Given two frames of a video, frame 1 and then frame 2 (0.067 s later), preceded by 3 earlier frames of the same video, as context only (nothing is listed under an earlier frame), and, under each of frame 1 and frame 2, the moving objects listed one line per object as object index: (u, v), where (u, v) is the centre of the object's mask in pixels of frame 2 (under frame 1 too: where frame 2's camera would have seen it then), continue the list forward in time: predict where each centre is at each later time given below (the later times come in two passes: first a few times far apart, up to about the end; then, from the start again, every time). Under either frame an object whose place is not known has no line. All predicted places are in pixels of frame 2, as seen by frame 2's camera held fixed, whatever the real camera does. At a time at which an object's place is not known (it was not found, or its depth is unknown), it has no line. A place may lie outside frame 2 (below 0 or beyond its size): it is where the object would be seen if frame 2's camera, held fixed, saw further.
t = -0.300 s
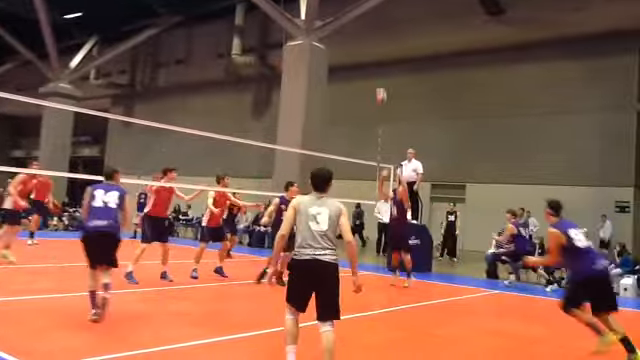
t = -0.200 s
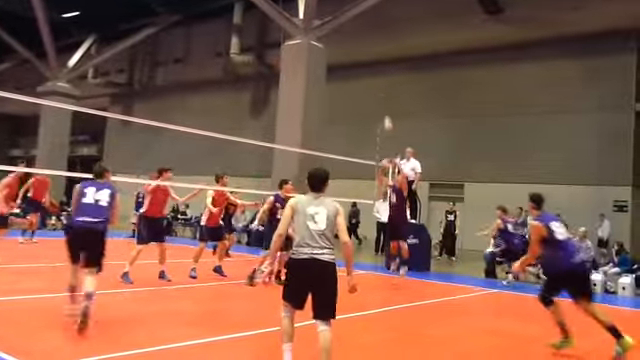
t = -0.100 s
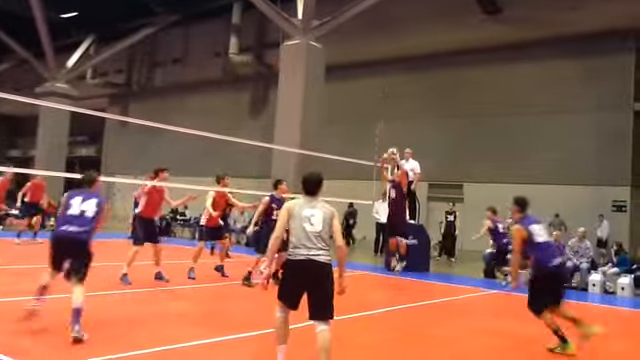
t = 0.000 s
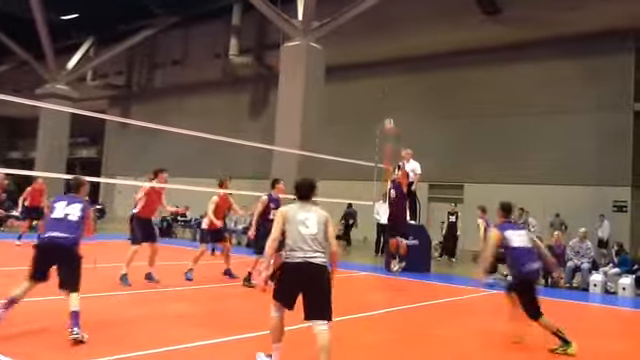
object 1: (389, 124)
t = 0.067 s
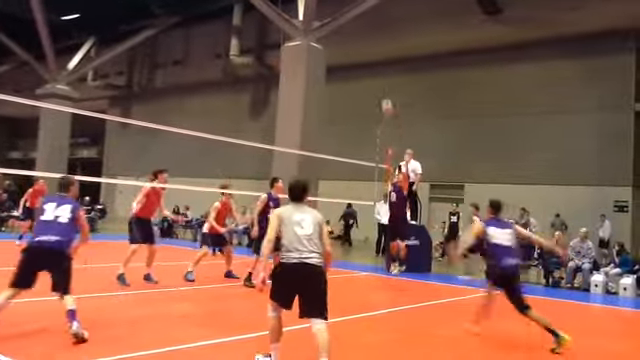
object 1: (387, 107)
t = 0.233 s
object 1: (377, 68)
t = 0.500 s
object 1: (358, 36)
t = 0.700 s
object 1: (342, 37)
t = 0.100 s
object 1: (385, 98)
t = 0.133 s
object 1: (383, 89)
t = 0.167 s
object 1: (381, 81)
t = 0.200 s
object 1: (378, 74)
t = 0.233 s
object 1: (377, 68)
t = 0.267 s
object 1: (375, 62)
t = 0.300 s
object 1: (373, 57)
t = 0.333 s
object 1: (370, 51)
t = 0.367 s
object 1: (368, 48)
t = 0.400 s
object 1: (366, 44)
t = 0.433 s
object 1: (364, 41)
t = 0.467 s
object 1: (361, 38)
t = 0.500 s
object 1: (358, 36)
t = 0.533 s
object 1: (356, 34)
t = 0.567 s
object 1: (353, 33)
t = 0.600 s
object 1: (350, 33)
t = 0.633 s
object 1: (348, 33)
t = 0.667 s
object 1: (345, 34)
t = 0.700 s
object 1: (342, 37)
